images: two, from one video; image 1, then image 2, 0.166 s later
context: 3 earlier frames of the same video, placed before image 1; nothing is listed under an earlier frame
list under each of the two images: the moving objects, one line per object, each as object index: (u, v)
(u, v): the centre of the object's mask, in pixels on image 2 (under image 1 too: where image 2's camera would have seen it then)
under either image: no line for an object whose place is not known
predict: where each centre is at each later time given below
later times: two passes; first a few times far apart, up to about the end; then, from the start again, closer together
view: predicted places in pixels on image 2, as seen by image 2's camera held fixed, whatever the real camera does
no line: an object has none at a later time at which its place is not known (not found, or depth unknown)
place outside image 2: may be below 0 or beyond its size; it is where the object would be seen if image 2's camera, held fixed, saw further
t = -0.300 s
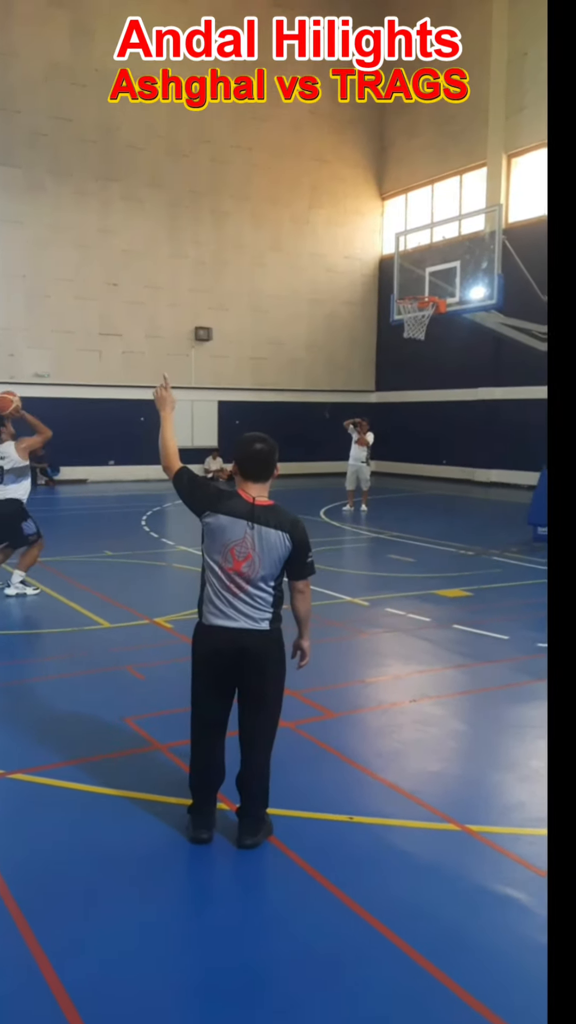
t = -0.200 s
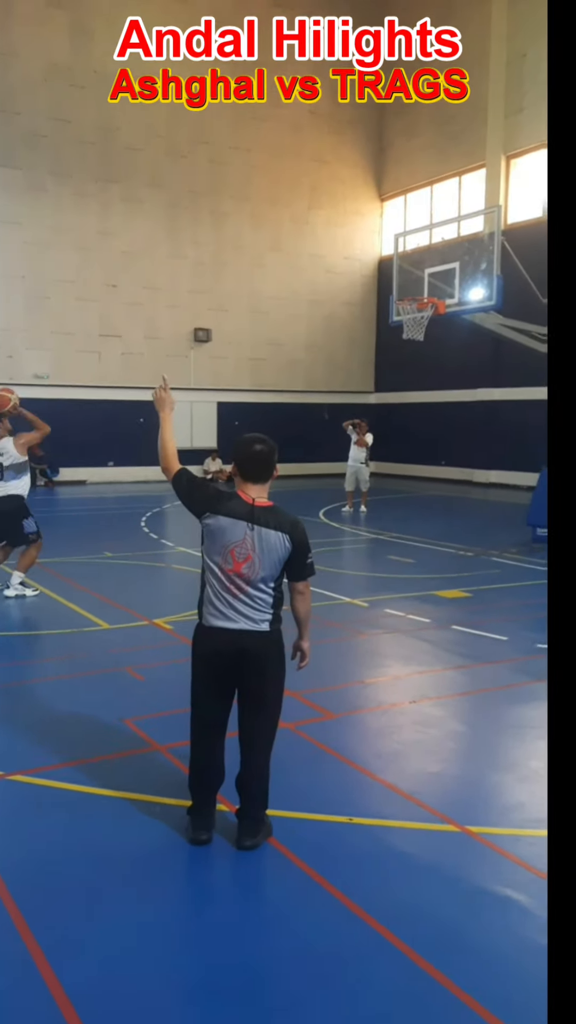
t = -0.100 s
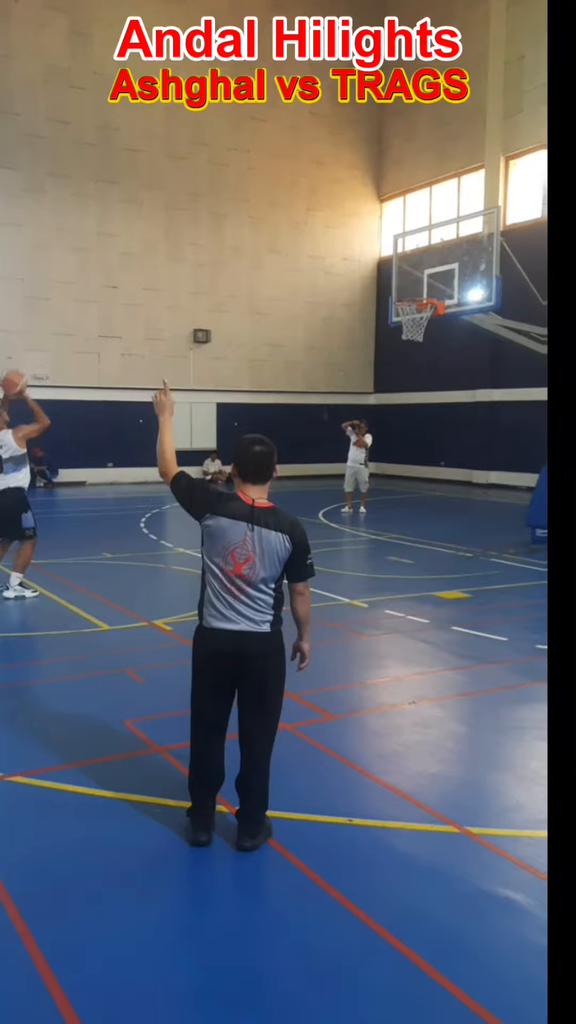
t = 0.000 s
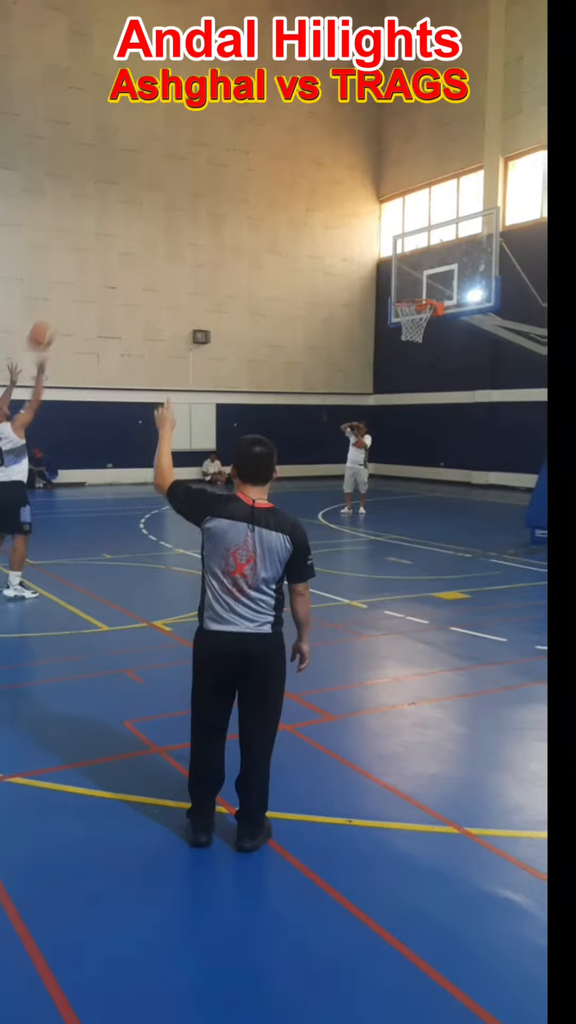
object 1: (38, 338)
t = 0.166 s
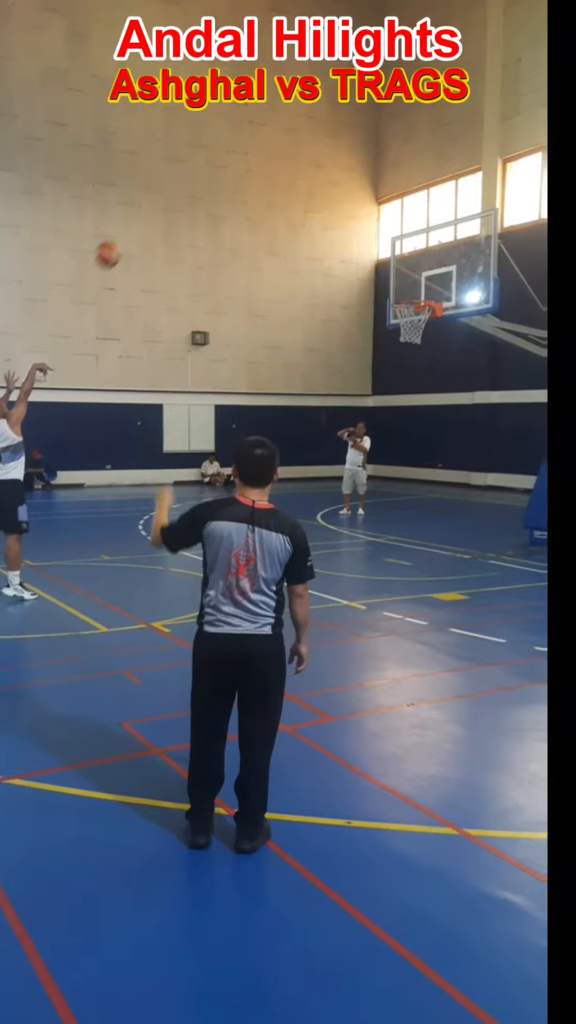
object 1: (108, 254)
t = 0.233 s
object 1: (134, 230)
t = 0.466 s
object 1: (221, 183)
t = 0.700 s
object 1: (300, 190)
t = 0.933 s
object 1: (371, 246)
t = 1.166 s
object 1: (430, 325)
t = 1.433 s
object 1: (415, 344)
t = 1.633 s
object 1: (405, 391)
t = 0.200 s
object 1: (120, 242)
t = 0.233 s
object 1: (134, 230)
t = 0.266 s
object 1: (148, 220)
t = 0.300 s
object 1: (160, 211)
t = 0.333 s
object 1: (172, 203)
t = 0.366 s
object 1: (184, 196)
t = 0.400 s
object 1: (197, 191)
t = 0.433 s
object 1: (209, 186)
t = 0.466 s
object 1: (221, 183)
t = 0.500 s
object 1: (233, 181)
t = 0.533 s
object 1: (244, 180)
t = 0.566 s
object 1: (256, 180)
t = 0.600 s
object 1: (268, 181)
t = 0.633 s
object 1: (278, 183)
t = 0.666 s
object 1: (289, 187)
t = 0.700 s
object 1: (300, 190)
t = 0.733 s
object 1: (311, 195)
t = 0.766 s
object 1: (321, 201)
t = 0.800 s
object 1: (332, 209)
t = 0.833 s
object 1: (342, 217)
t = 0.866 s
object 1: (352, 225)
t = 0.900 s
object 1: (362, 235)
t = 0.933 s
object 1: (371, 246)
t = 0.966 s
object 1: (382, 258)
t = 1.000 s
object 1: (390, 269)
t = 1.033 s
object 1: (400, 281)
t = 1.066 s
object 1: (408, 293)
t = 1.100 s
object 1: (419, 309)
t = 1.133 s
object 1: (427, 321)
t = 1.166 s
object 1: (430, 325)
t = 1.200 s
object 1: (430, 321)
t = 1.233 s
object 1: (429, 320)
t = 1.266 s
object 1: (427, 321)
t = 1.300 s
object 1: (425, 322)
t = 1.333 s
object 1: (423, 325)
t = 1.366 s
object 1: (421, 326)
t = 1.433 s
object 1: (415, 344)
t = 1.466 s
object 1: (414, 347)
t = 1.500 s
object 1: (412, 353)
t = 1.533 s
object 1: (411, 361)
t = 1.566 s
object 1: (409, 370)
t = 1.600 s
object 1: (407, 380)
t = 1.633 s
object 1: (405, 391)
